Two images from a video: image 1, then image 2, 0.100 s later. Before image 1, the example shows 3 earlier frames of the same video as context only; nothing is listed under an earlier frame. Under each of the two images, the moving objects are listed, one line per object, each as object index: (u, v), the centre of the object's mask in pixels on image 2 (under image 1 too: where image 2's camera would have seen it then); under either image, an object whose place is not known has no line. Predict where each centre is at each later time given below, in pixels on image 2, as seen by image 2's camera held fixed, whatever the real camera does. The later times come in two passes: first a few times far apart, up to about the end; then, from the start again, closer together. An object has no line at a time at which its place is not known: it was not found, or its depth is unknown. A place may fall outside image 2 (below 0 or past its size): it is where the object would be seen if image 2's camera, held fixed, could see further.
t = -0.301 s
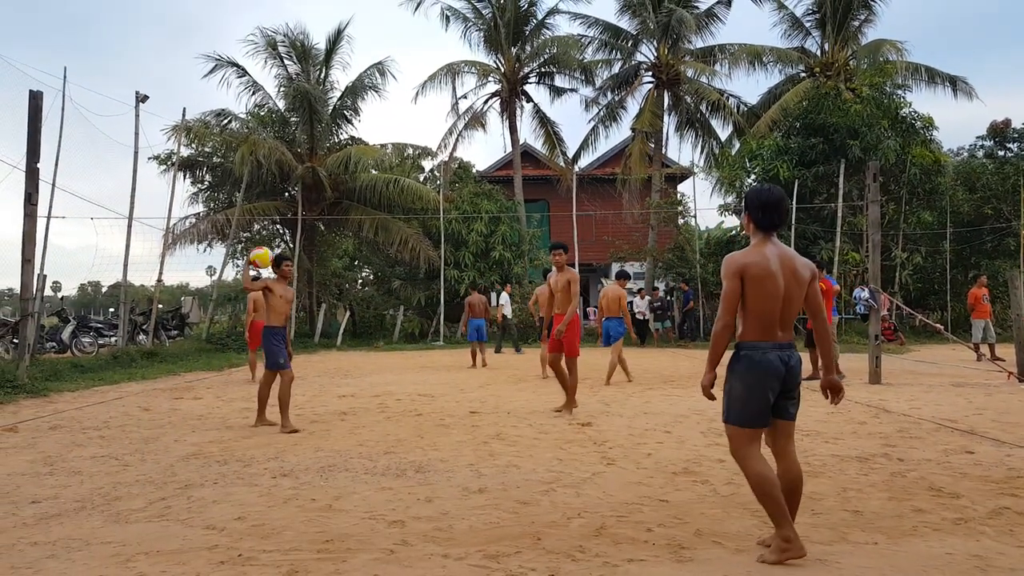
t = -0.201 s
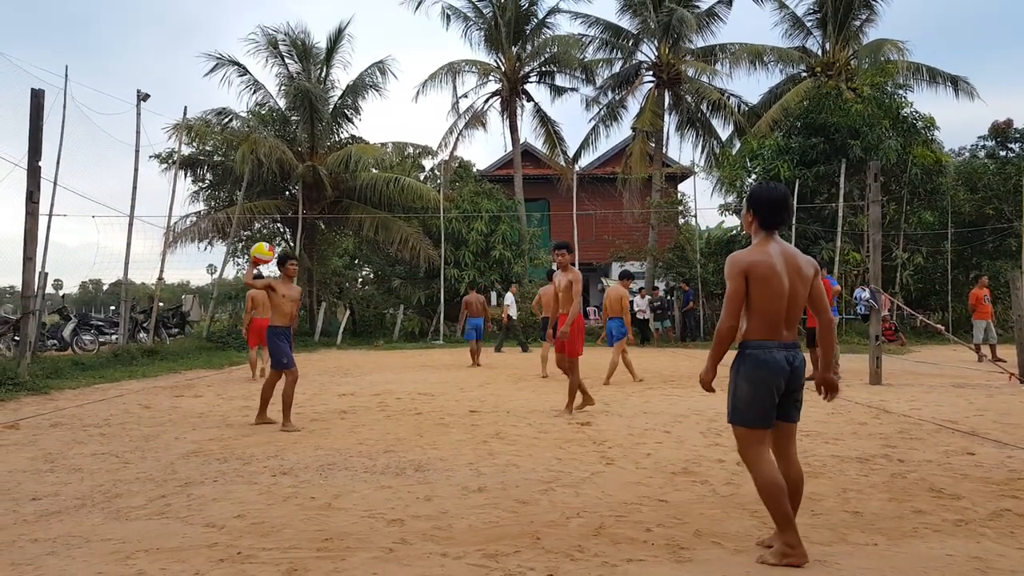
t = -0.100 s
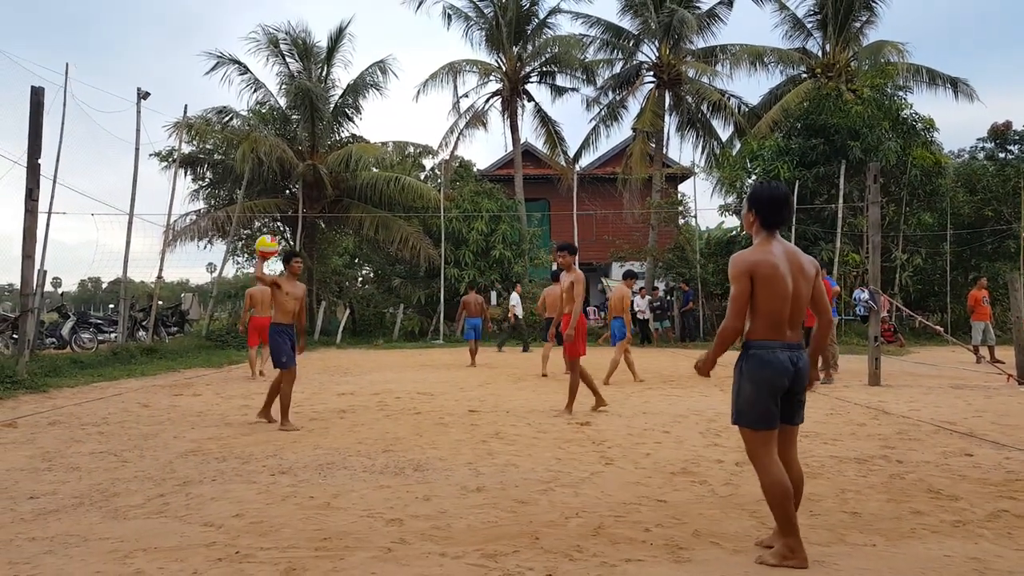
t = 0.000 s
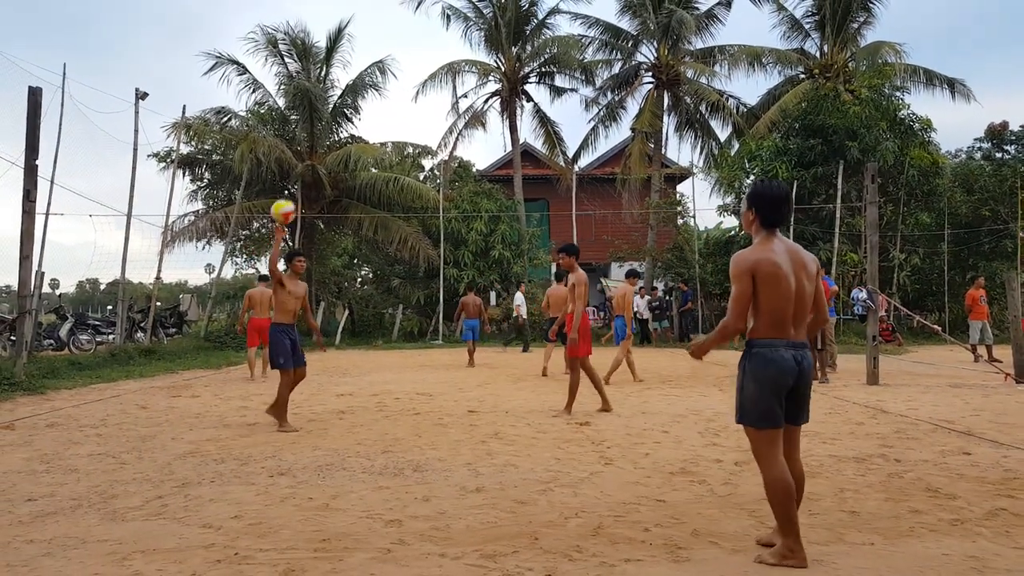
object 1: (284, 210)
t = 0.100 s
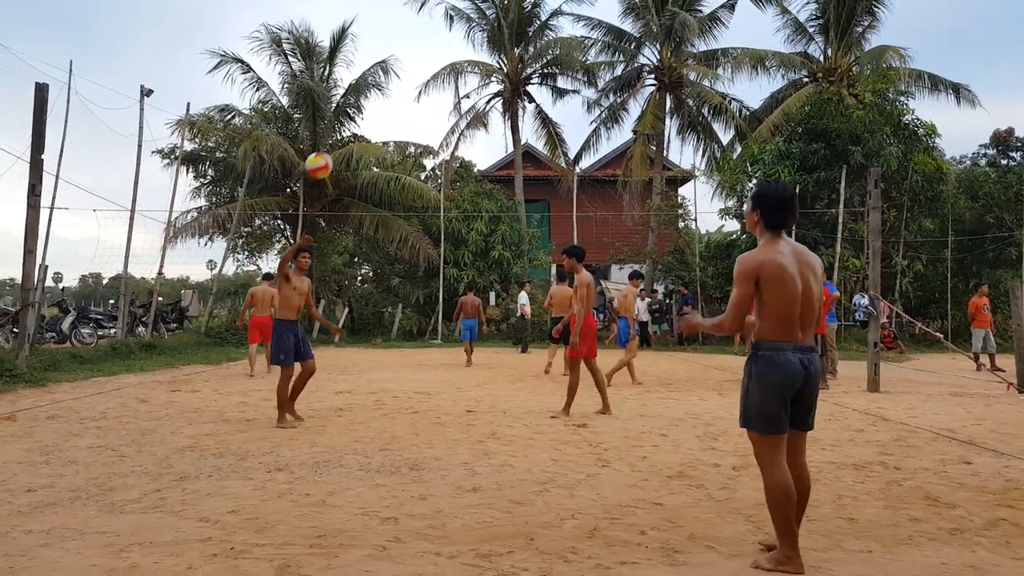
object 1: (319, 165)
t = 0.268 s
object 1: (386, 104)
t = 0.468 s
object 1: (495, 60)
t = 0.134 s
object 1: (330, 152)
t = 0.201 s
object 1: (357, 127)
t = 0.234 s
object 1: (371, 115)
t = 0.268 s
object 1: (386, 104)
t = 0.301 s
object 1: (402, 95)
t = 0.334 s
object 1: (418, 86)
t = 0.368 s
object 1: (436, 78)
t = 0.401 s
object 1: (454, 71)
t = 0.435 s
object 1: (473, 65)
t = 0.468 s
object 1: (495, 60)
